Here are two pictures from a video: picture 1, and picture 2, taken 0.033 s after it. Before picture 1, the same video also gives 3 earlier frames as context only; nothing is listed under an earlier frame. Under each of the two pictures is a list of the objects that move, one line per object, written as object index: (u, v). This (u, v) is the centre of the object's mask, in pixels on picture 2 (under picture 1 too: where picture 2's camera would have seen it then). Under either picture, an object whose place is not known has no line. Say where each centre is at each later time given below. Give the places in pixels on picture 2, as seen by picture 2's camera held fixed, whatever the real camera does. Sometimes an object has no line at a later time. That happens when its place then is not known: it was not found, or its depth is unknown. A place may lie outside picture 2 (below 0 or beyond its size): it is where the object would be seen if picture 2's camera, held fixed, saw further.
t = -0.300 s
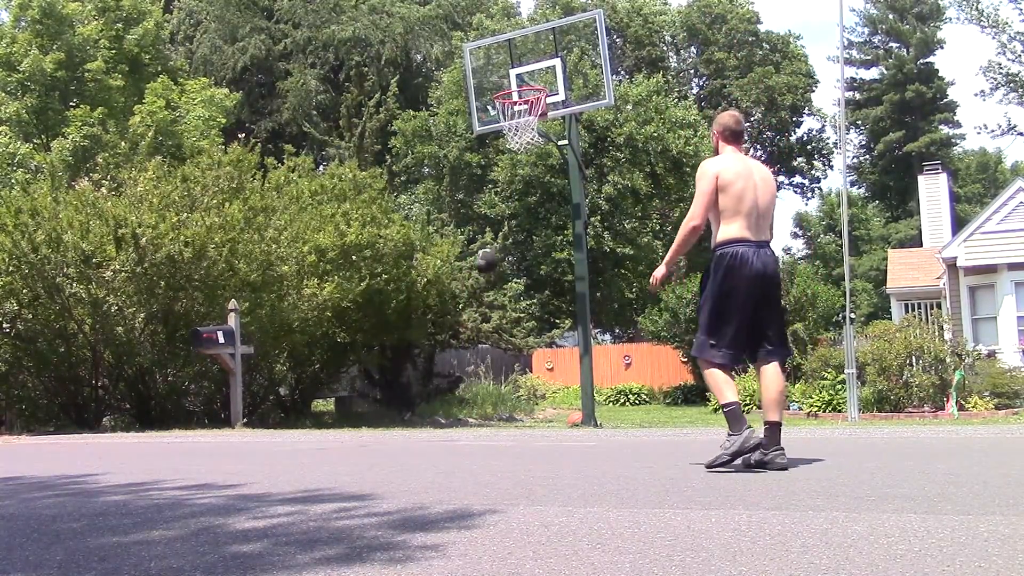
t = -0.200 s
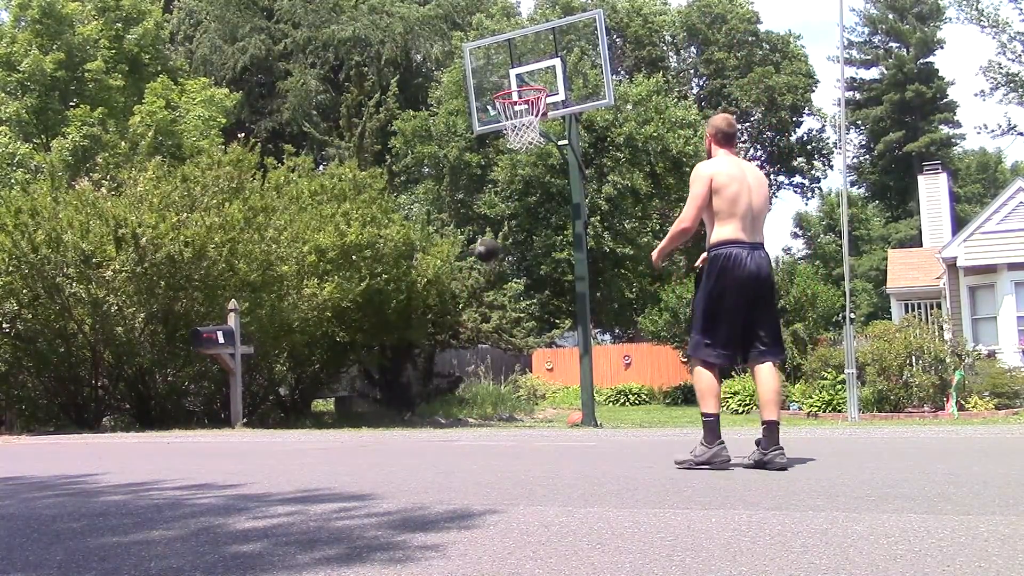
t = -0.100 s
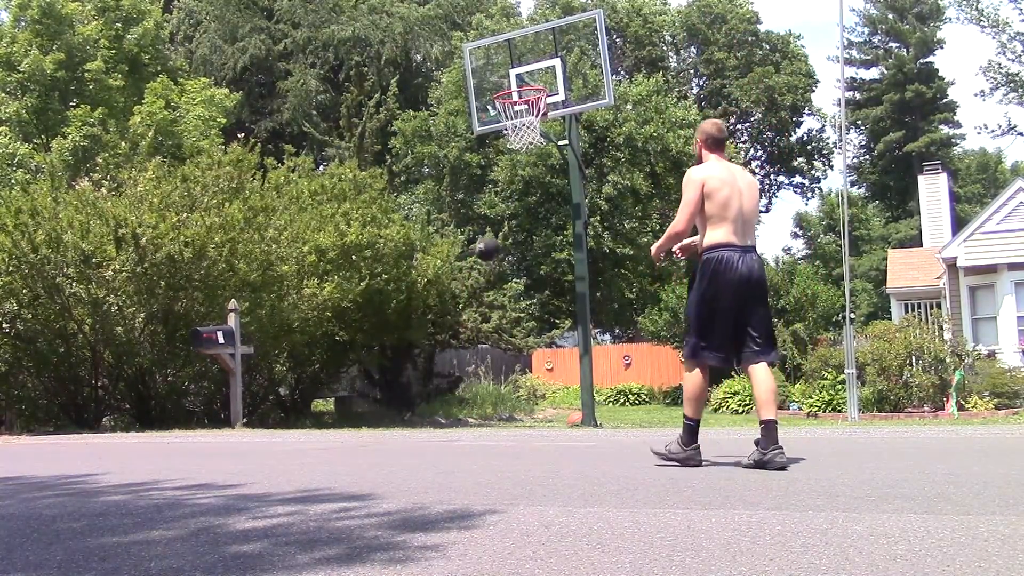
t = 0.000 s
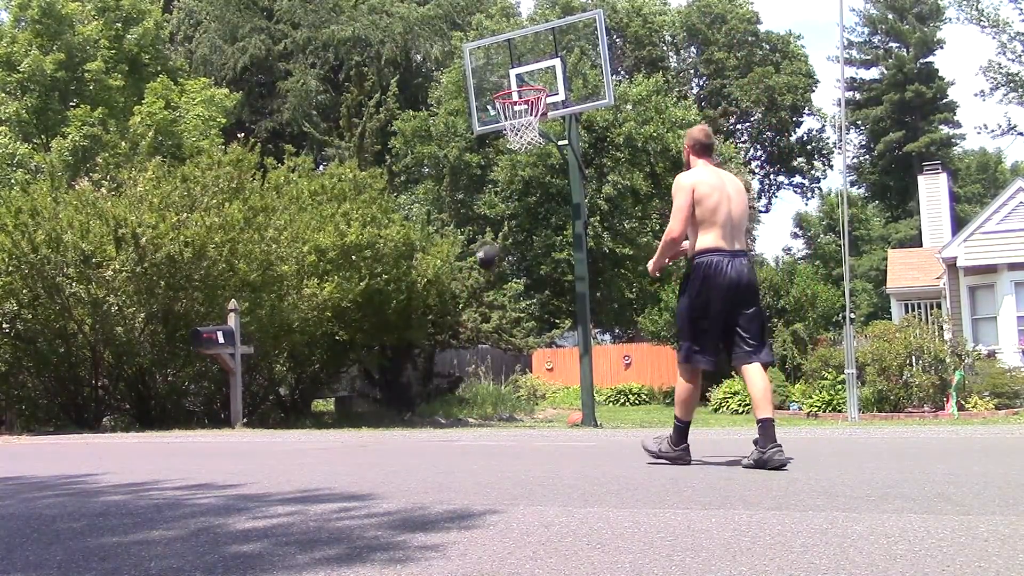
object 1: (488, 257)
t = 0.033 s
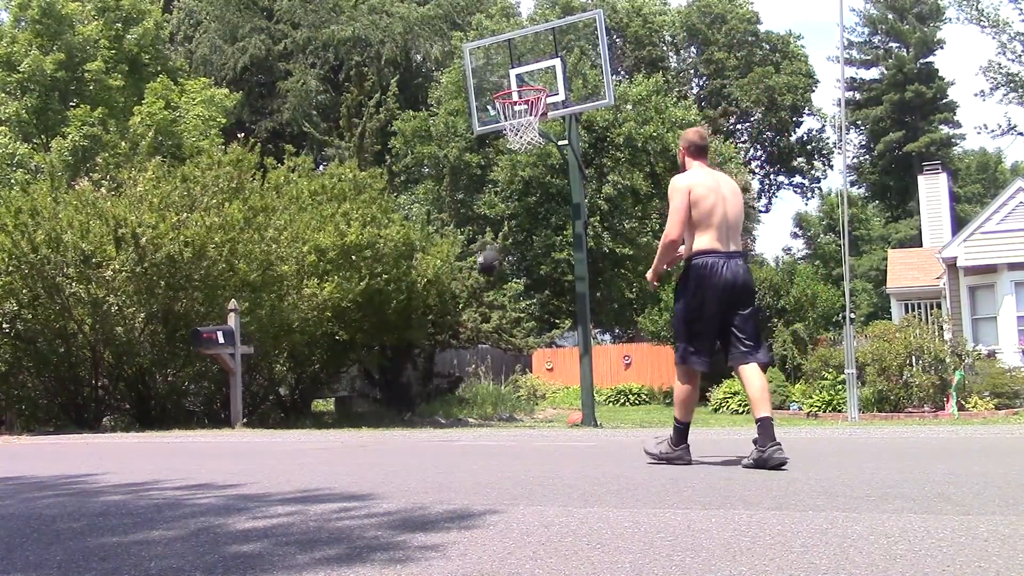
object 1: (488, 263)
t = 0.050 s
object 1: (489, 265)
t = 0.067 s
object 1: (489, 269)
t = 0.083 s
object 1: (490, 275)
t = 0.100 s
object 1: (490, 278)
